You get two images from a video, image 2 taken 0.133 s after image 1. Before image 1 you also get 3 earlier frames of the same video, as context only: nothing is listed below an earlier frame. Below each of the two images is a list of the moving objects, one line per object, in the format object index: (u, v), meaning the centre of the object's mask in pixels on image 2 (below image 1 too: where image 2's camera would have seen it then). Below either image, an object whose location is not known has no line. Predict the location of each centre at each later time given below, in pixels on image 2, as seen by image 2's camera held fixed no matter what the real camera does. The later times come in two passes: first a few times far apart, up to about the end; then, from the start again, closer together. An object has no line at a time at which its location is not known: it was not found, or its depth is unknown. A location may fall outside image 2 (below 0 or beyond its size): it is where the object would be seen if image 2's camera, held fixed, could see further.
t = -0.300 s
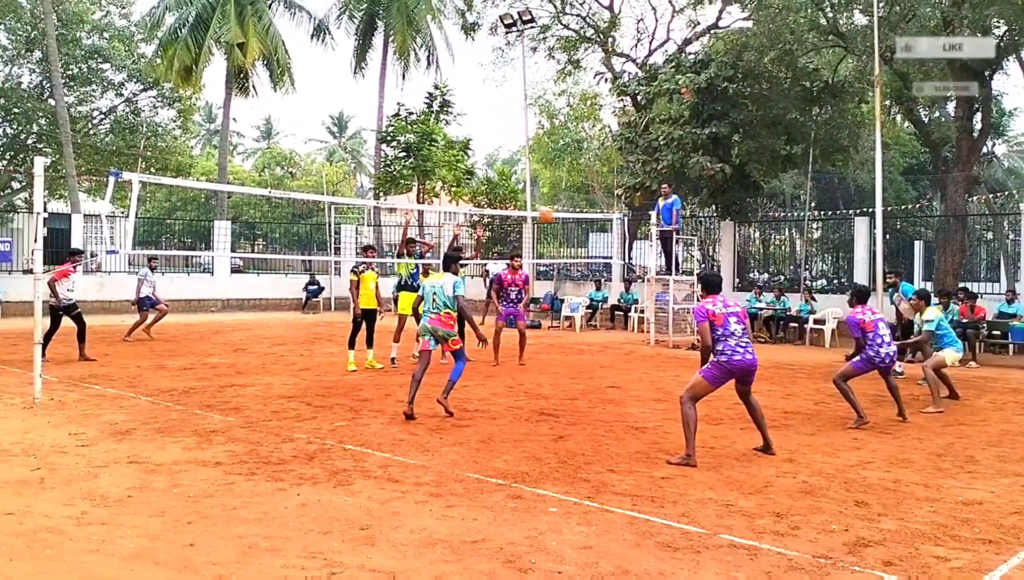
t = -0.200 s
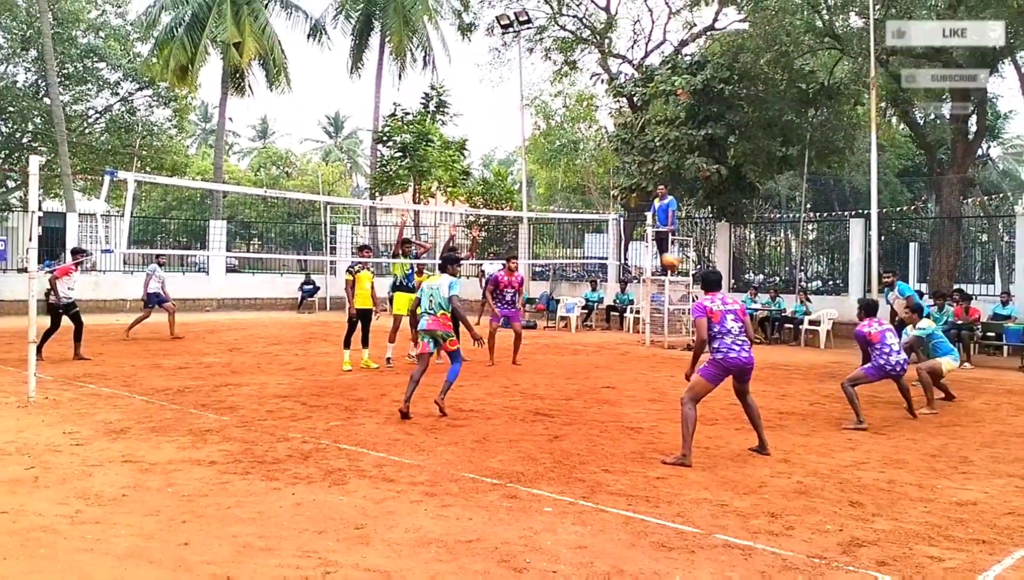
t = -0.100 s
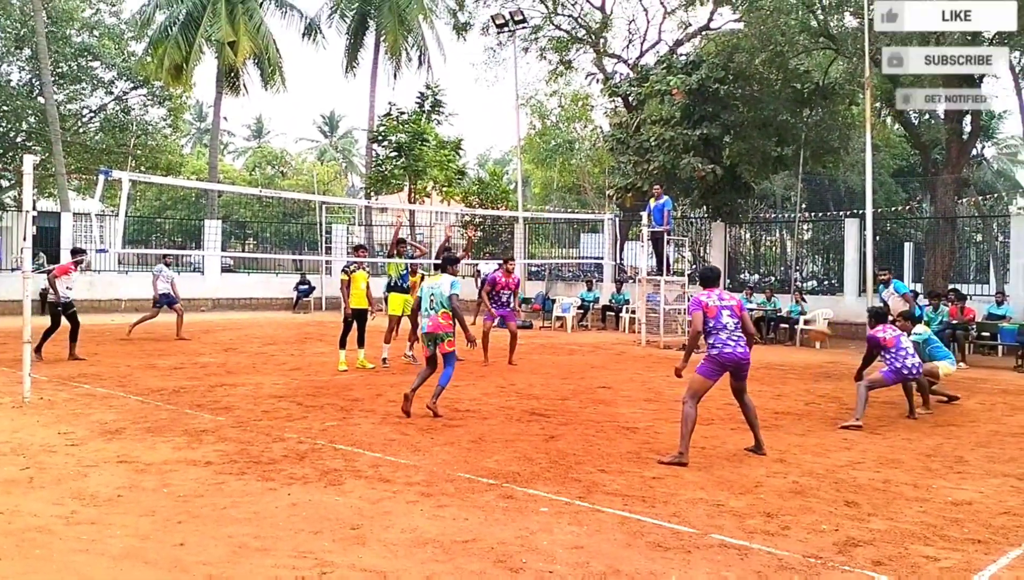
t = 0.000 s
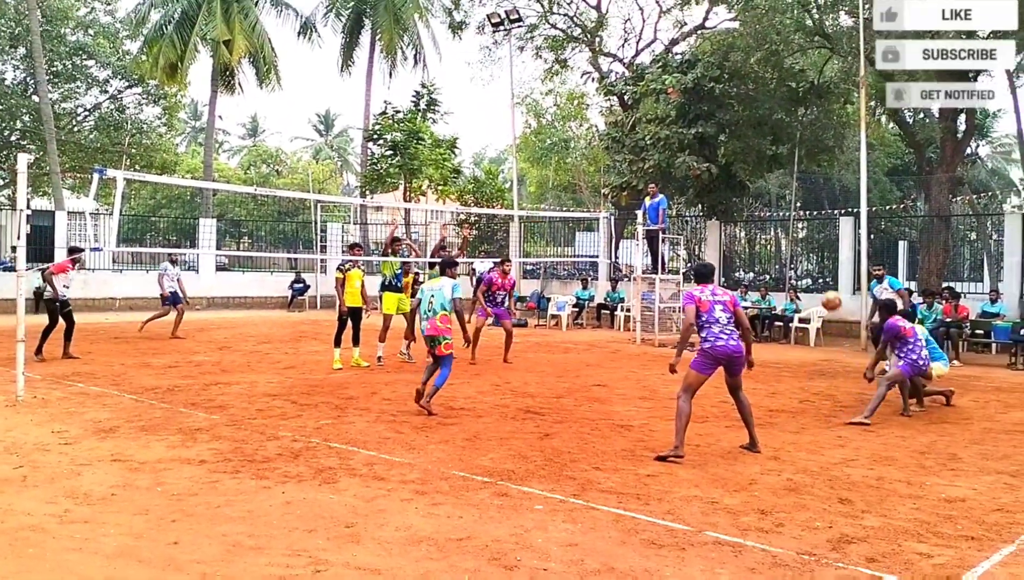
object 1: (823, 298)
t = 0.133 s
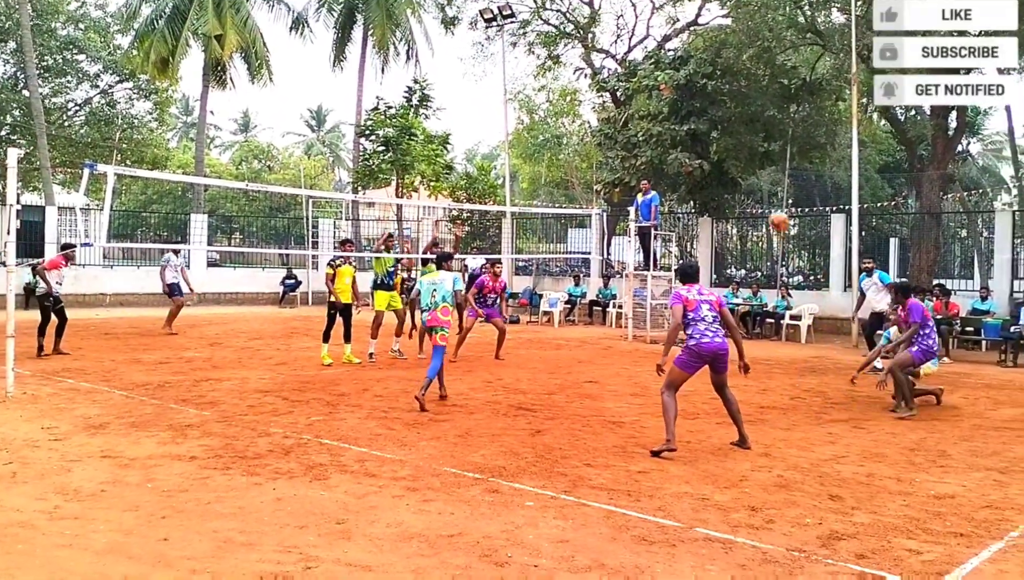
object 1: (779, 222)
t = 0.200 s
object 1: (758, 190)
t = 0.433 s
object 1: (692, 116)
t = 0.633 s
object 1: (642, 91)
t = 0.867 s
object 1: (586, 103)
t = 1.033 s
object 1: (550, 132)
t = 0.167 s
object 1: (768, 205)
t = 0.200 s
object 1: (758, 190)
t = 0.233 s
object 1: (748, 176)
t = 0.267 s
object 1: (738, 163)
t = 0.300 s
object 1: (729, 152)
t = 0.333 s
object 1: (719, 142)
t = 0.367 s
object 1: (711, 133)
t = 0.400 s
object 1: (701, 124)
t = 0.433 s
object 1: (692, 116)
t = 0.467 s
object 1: (683, 110)
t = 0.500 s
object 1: (674, 104)
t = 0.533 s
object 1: (666, 99)
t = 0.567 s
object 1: (658, 96)
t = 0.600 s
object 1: (649, 93)
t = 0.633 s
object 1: (642, 91)
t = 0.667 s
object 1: (632, 91)
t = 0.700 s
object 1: (625, 91)
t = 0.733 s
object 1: (617, 92)
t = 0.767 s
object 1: (609, 93)
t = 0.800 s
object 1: (601, 95)
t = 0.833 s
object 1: (595, 97)
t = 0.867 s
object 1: (586, 103)
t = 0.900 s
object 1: (579, 106)
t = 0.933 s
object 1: (572, 113)
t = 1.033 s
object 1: (550, 132)
